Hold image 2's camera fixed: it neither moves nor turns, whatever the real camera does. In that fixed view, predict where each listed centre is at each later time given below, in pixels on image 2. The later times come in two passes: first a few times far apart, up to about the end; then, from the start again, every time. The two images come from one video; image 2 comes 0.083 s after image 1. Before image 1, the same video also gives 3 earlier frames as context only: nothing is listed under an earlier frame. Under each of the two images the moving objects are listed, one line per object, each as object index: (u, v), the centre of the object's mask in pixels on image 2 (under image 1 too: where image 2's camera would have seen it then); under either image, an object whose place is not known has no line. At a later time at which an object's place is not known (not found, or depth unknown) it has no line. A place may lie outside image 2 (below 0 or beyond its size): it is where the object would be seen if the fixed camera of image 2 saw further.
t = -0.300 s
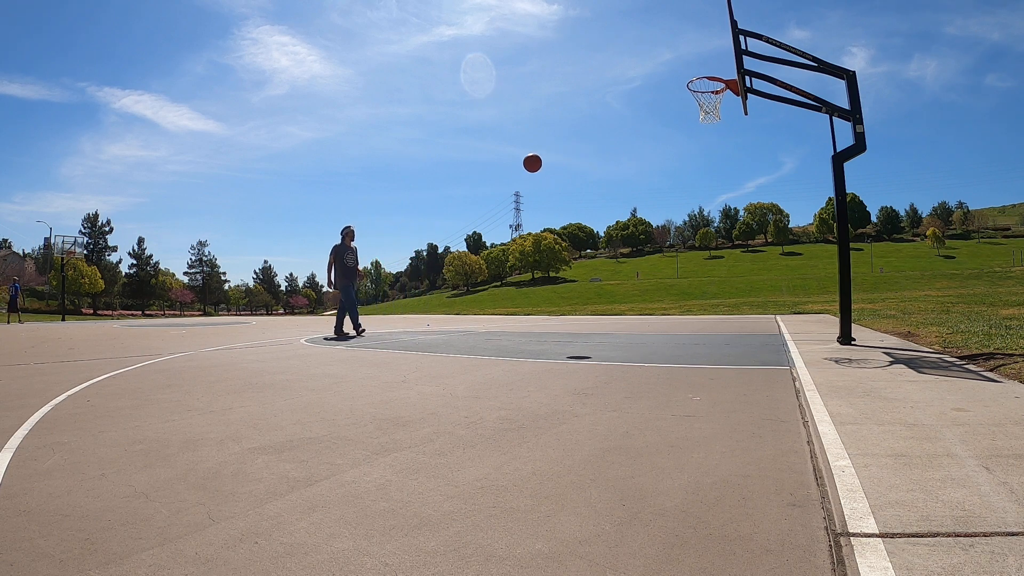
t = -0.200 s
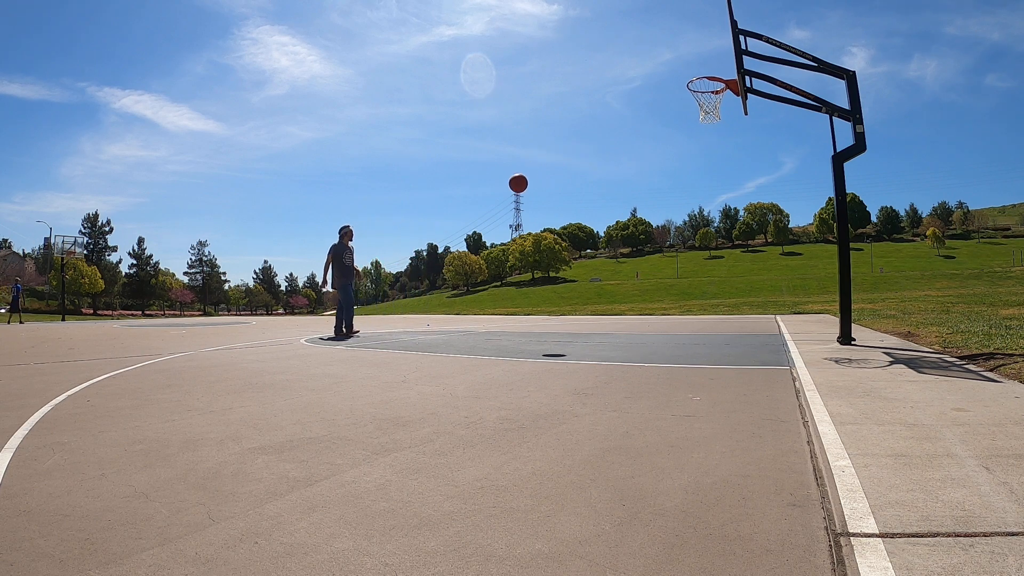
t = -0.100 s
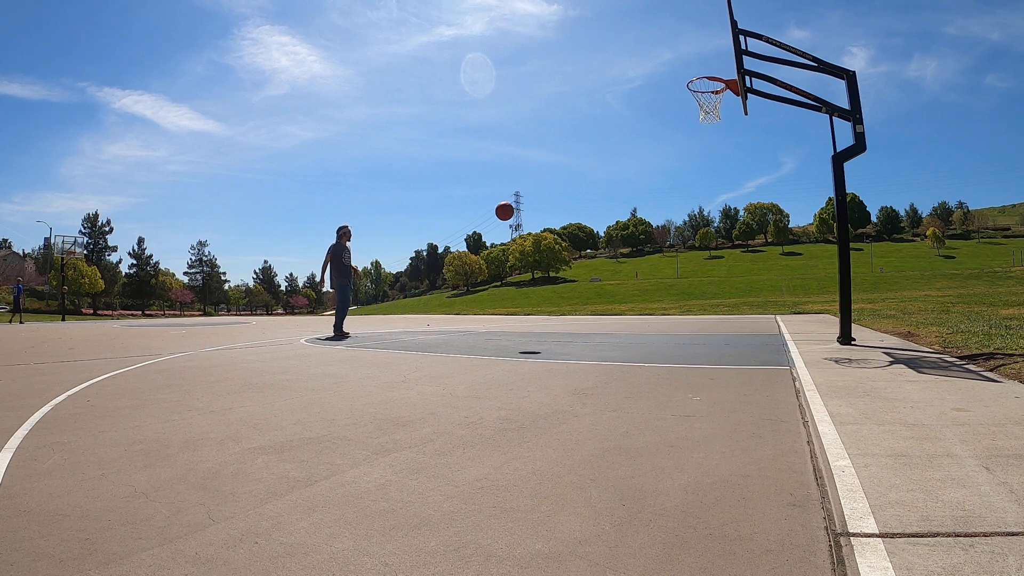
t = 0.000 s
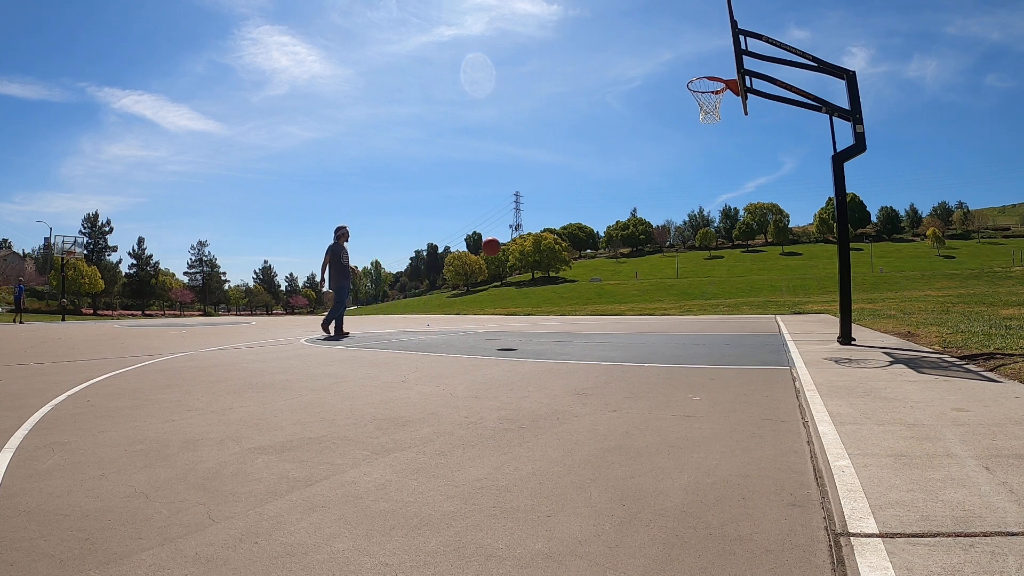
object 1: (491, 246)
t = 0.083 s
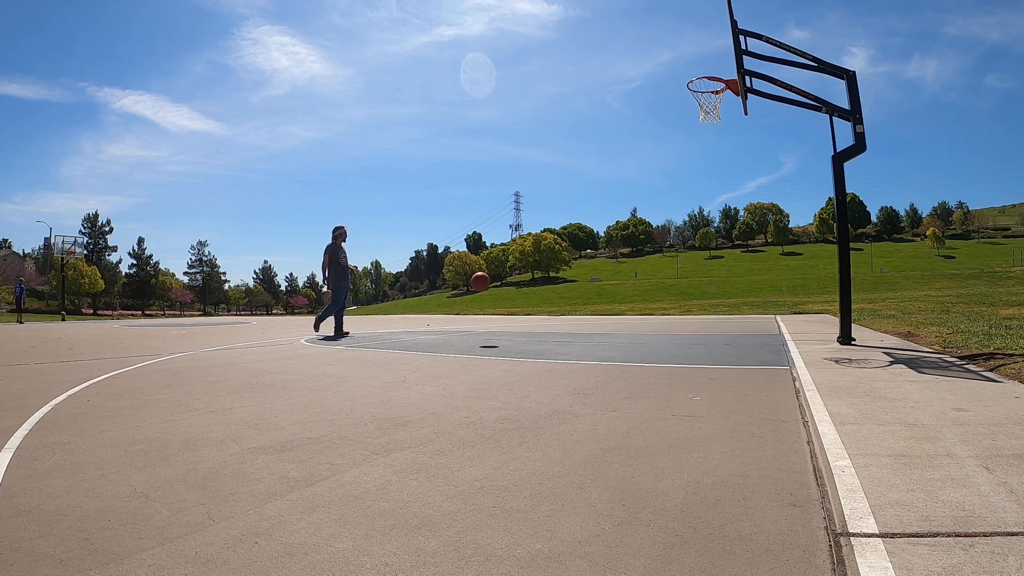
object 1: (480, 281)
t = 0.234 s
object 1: (462, 319)
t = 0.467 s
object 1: (433, 246)
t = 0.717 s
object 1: (406, 215)
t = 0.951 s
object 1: (381, 227)
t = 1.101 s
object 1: (366, 255)
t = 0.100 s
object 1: (478, 289)
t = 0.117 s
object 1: (476, 297)
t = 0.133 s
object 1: (474, 305)
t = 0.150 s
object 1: (472, 313)
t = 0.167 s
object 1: (470, 321)
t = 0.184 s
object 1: (468, 330)
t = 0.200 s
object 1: (466, 333)
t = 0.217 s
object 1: (464, 326)
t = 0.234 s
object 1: (462, 319)
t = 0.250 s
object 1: (460, 312)
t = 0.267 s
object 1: (457, 306)
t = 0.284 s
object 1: (455, 300)
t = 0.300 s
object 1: (453, 293)
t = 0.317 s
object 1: (451, 288)
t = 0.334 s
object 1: (449, 282)
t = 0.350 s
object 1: (447, 277)
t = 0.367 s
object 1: (445, 272)
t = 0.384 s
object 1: (443, 267)
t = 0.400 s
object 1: (441, 262)
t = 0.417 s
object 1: (439, 258)
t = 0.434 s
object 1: (437, 254)
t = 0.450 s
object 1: (435, 250)
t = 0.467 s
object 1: (433, 246)
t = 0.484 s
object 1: (432, 243)
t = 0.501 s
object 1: (430, 239)
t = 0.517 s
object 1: (428, 236)
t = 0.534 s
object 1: (426, 233)
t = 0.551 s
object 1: (424, 230)
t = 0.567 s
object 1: (422, 228)
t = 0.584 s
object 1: (420, 226)
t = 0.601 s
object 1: (418, 223)
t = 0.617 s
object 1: (416, 222)
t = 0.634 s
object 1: (415, 220)
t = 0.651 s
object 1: (413, 218)
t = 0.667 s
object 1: (411, 217)
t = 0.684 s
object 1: (409, 216)
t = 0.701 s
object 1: (407, 215)
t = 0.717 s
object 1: (406, 215)
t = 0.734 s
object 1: (404, 214)
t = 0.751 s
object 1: (402, 214)
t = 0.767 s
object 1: (400, 214)
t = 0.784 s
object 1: (398, 214)
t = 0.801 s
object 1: (396, 215)
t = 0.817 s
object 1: (395, 215)
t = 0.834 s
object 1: (393, 216)
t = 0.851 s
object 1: (391, 217)
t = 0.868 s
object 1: (390, 218)
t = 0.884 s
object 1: (388, 220)
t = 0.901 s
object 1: (386, 221)
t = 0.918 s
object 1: (384, 223)
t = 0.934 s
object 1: (382, 225)
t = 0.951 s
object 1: (381, 227)
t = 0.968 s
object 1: (379, 229)
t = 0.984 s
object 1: (377, 232)
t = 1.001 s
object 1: (376, 235)
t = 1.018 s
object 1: (374, 238)
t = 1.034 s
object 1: (372, 240)
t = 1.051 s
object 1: (371, 244)
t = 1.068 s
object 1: (369, 247)
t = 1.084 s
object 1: (367, 251)
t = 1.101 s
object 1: (366, 255)
